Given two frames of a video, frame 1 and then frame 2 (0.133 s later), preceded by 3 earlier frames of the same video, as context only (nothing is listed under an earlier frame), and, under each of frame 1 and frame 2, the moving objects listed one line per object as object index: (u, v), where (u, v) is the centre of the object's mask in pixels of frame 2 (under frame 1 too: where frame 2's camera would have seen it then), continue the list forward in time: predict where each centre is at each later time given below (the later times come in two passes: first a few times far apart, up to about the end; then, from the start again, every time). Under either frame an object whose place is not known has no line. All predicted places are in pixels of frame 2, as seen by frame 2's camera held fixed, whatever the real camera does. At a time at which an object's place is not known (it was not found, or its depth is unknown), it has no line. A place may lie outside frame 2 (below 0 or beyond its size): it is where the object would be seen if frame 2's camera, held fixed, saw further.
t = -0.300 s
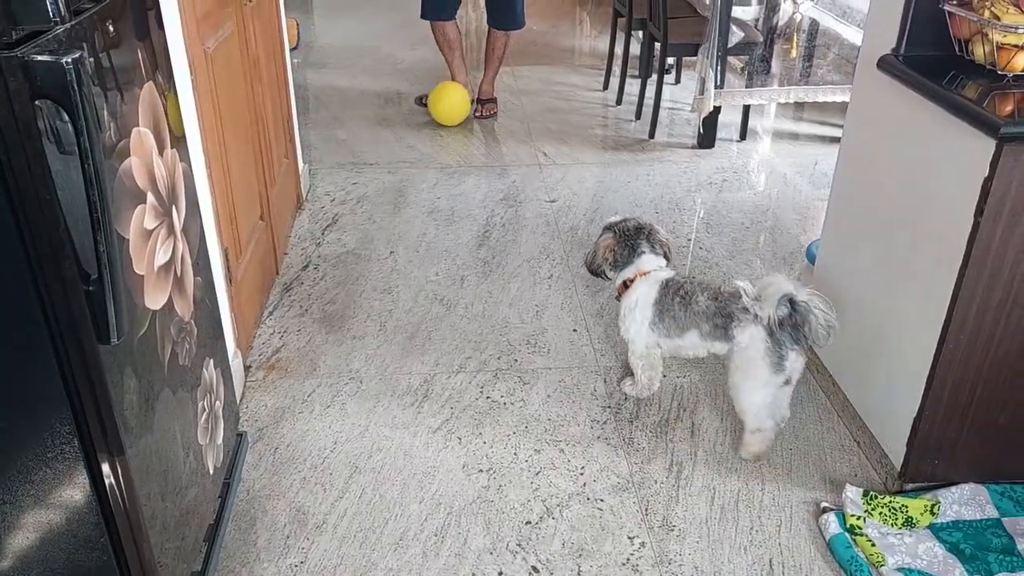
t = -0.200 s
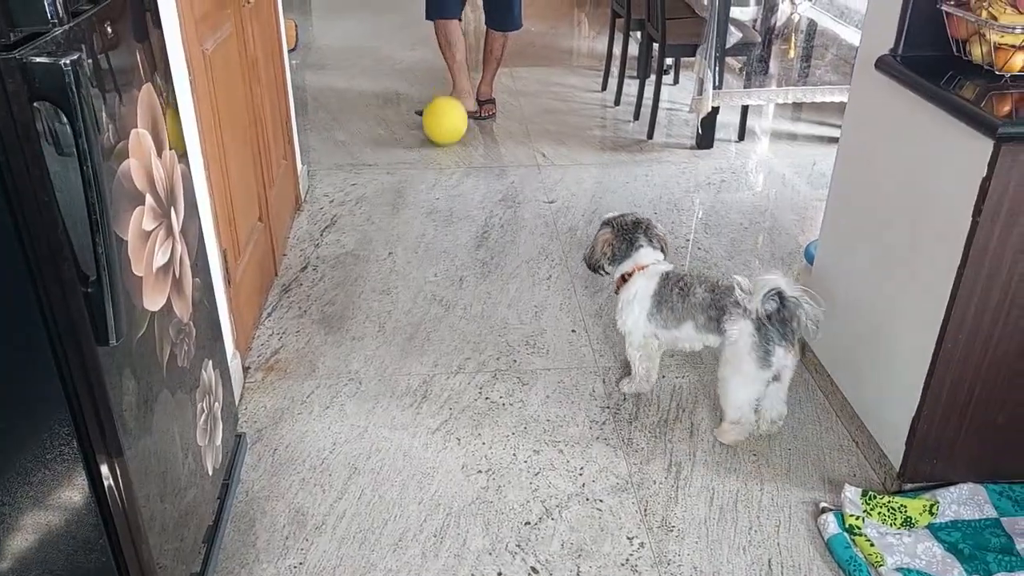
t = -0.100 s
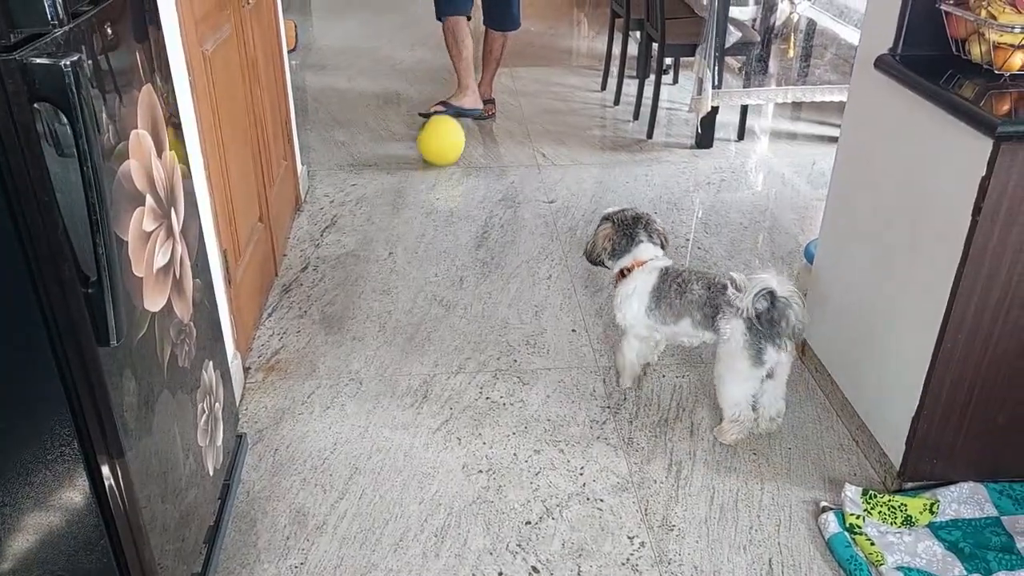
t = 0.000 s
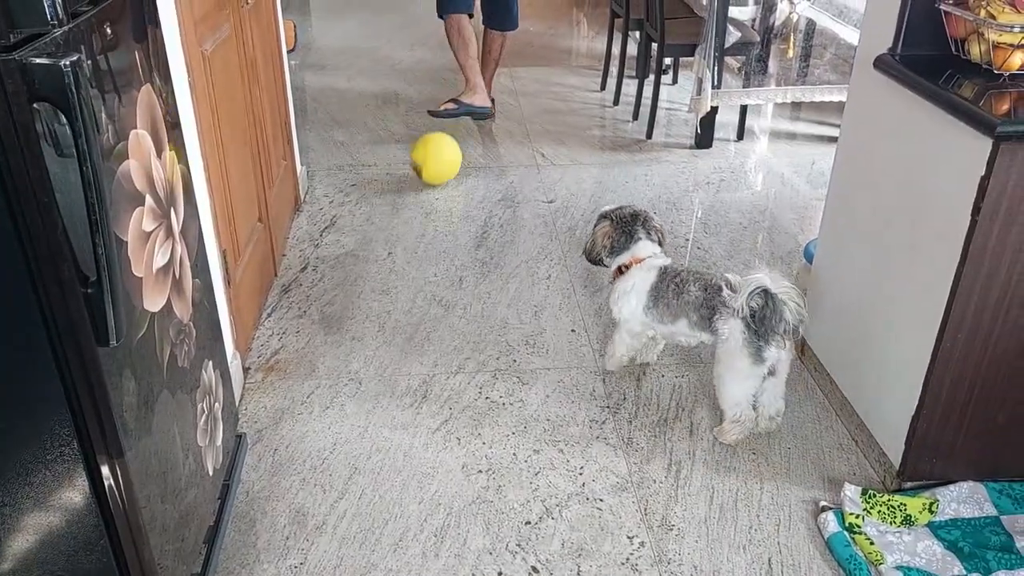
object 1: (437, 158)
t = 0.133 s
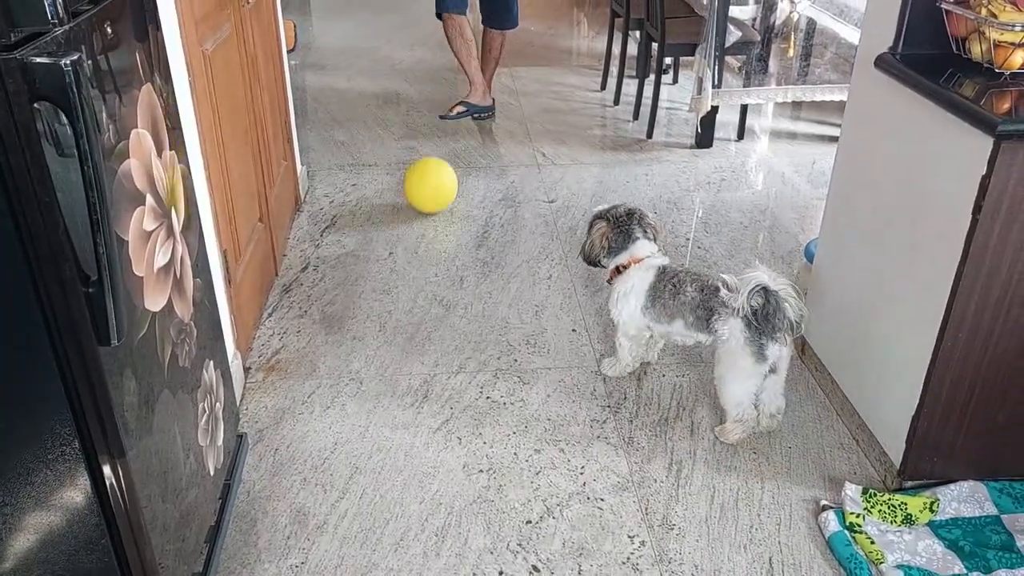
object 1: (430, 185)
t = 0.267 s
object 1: (422, 216)
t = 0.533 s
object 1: (399, 291)
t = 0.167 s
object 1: (428, 192)
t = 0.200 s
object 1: (426, 200)
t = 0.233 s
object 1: (424, 208)
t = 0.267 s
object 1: (422, 216)
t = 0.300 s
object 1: (419, 224)
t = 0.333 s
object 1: (417, 233)
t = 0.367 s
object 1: (414, 242)
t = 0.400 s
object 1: (412, 251)
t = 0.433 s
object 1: (409, 260)
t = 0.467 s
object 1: (406, 270)
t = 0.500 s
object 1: (403, 280)
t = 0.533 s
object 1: (399, 291)
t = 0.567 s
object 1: (396, 302)
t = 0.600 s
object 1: (392, 314)
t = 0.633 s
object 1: (388, 326)
